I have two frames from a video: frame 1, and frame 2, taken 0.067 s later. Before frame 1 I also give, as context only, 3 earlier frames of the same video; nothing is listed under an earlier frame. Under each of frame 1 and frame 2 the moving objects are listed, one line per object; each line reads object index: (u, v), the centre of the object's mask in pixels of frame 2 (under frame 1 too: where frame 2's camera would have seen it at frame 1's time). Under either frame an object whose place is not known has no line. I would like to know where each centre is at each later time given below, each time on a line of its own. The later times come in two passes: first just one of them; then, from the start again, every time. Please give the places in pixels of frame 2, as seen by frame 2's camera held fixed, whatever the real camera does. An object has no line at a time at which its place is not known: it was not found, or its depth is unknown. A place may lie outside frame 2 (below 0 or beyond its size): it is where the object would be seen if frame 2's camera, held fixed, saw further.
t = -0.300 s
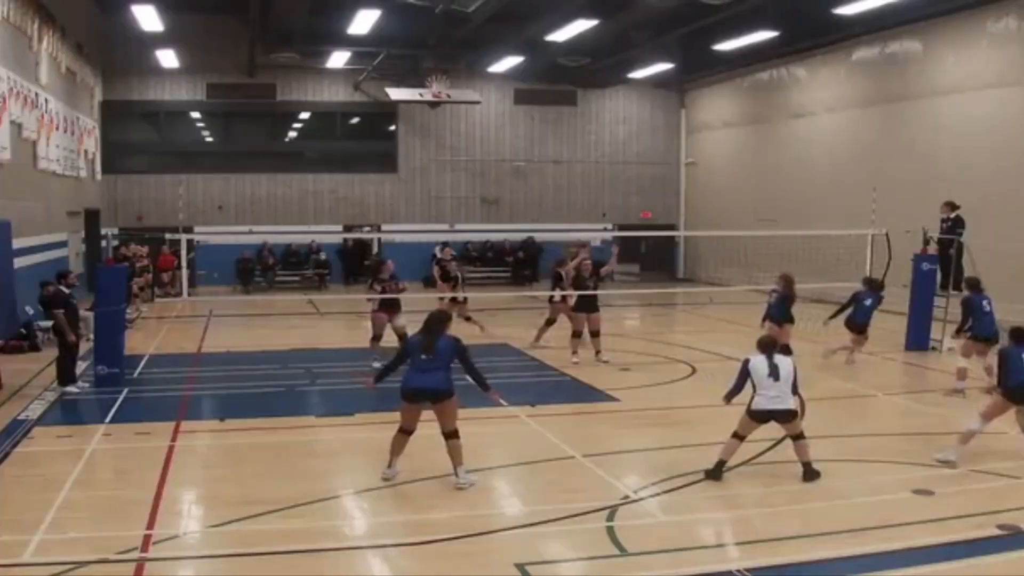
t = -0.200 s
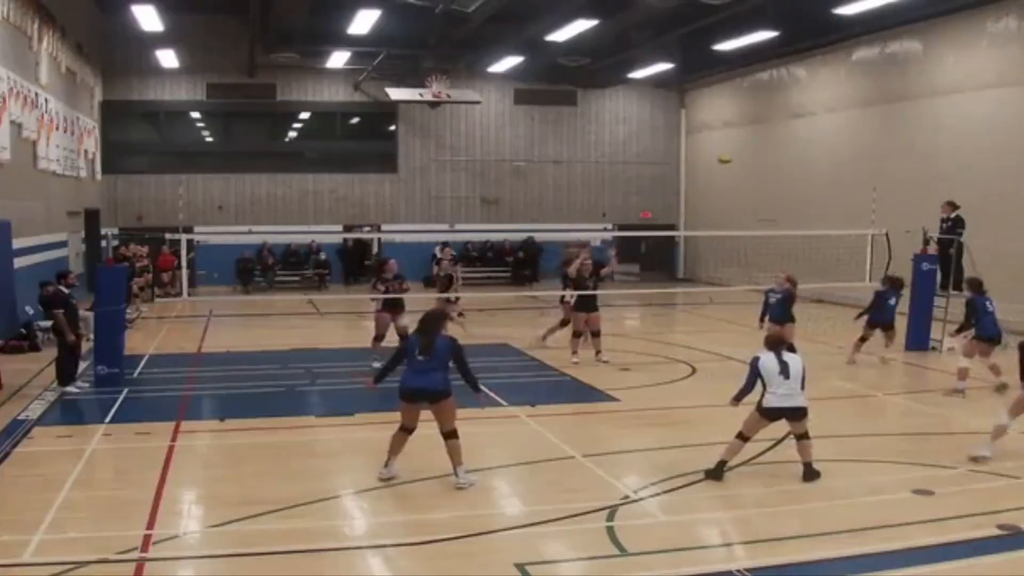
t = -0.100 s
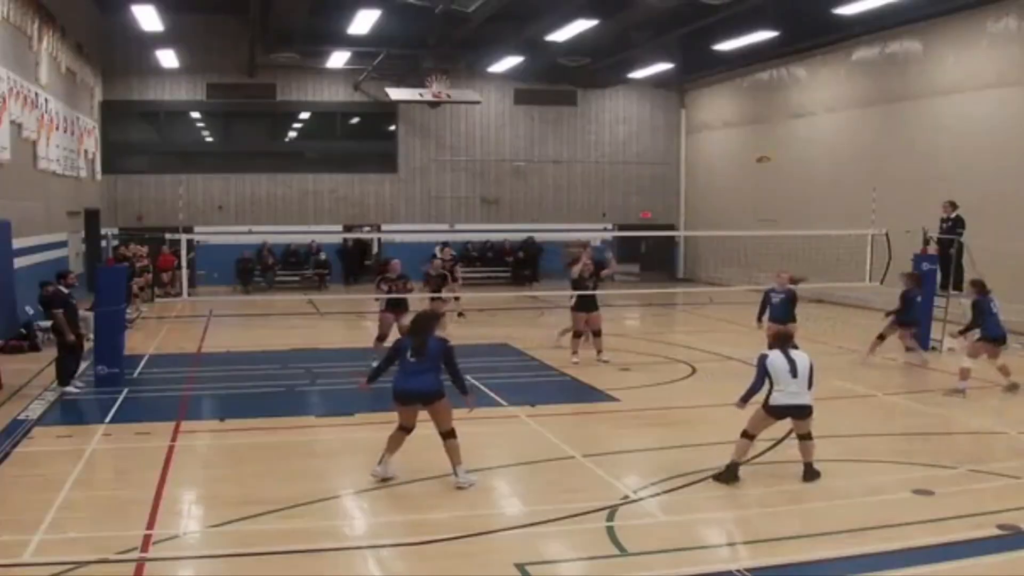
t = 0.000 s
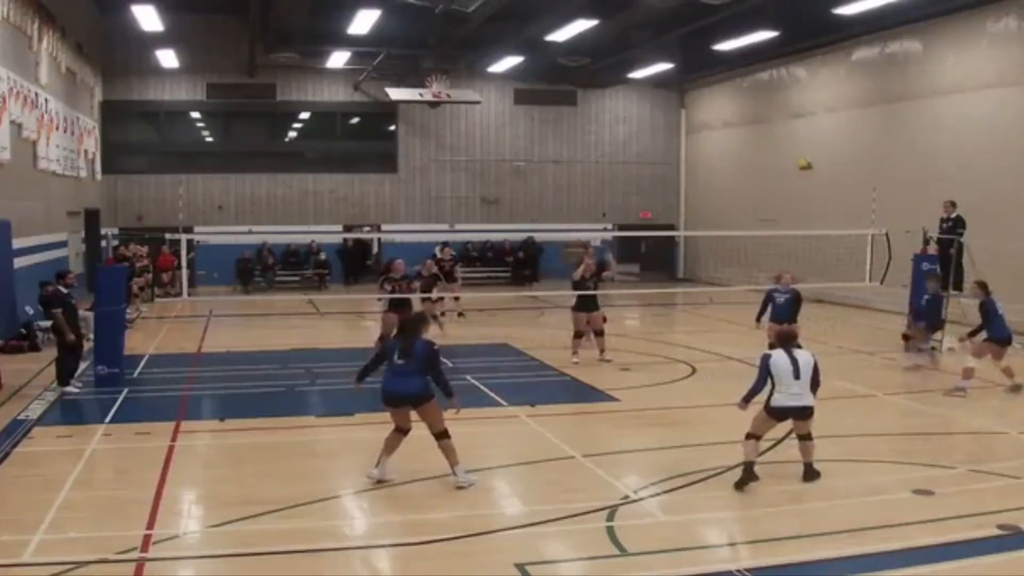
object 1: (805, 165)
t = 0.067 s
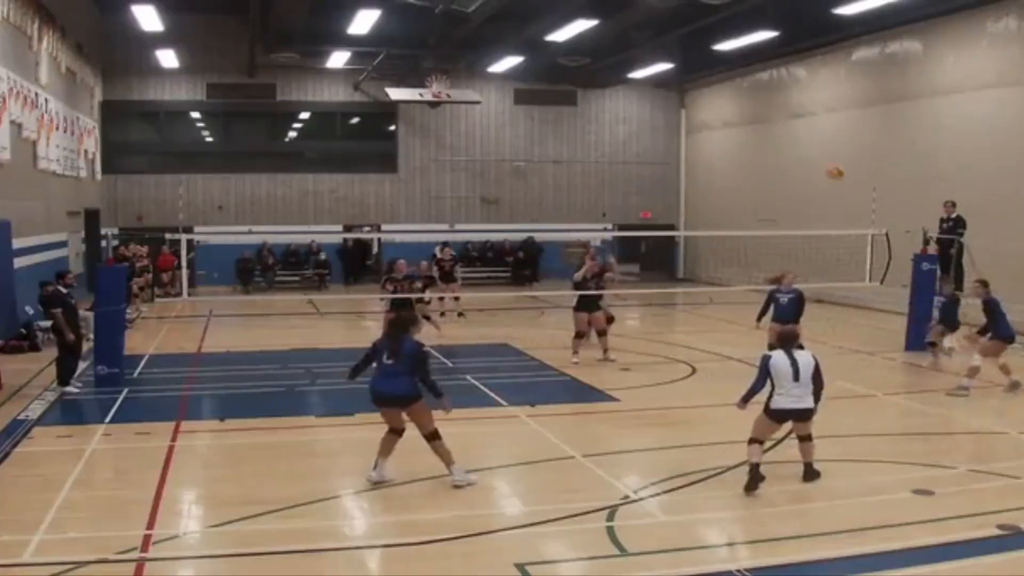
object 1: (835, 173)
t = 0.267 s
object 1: (952, 217)
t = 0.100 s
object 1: (852, 178)
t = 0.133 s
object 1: (870, 183)
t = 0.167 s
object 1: (889, 189)
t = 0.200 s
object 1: (909, 197)
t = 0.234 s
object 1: (929, 208)
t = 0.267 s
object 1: (952, 217)
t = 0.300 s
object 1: (973, 229)
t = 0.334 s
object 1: (995, 241)
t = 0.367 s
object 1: (1016, 255)
